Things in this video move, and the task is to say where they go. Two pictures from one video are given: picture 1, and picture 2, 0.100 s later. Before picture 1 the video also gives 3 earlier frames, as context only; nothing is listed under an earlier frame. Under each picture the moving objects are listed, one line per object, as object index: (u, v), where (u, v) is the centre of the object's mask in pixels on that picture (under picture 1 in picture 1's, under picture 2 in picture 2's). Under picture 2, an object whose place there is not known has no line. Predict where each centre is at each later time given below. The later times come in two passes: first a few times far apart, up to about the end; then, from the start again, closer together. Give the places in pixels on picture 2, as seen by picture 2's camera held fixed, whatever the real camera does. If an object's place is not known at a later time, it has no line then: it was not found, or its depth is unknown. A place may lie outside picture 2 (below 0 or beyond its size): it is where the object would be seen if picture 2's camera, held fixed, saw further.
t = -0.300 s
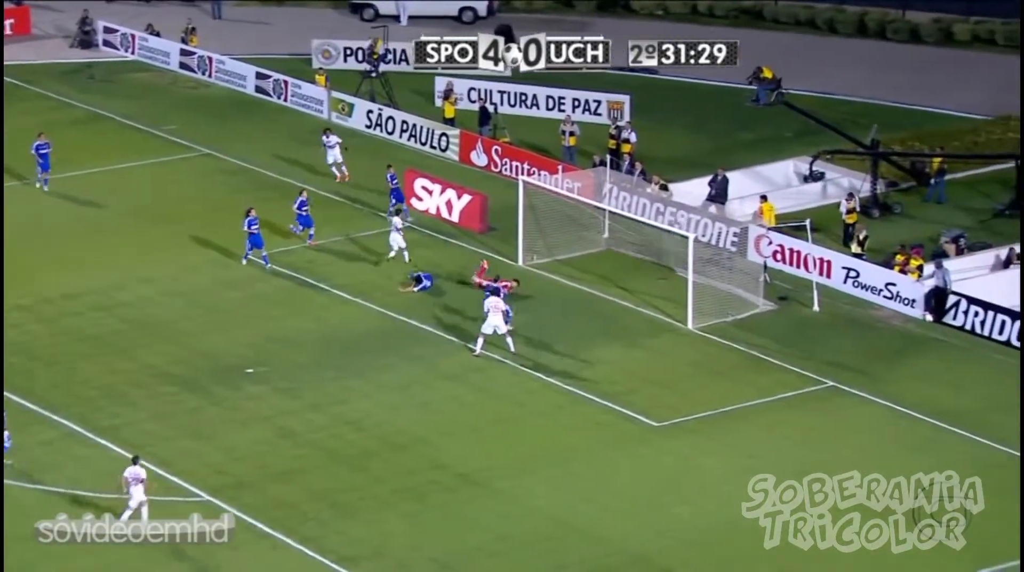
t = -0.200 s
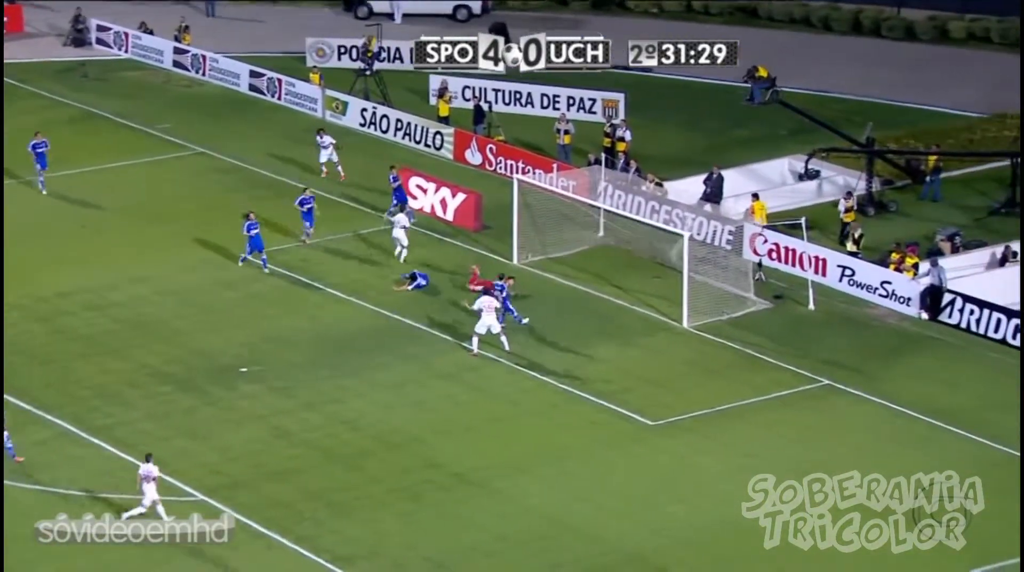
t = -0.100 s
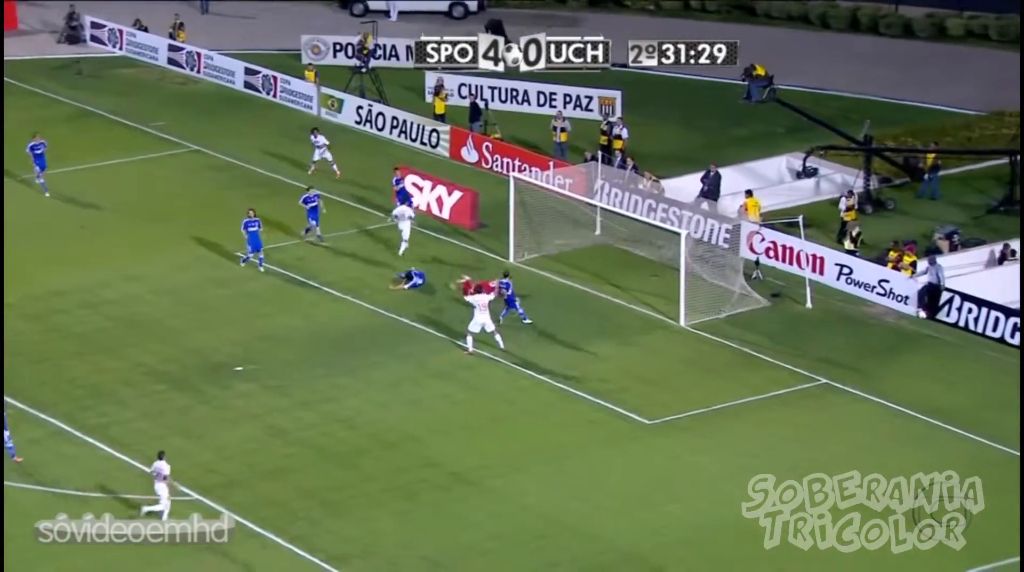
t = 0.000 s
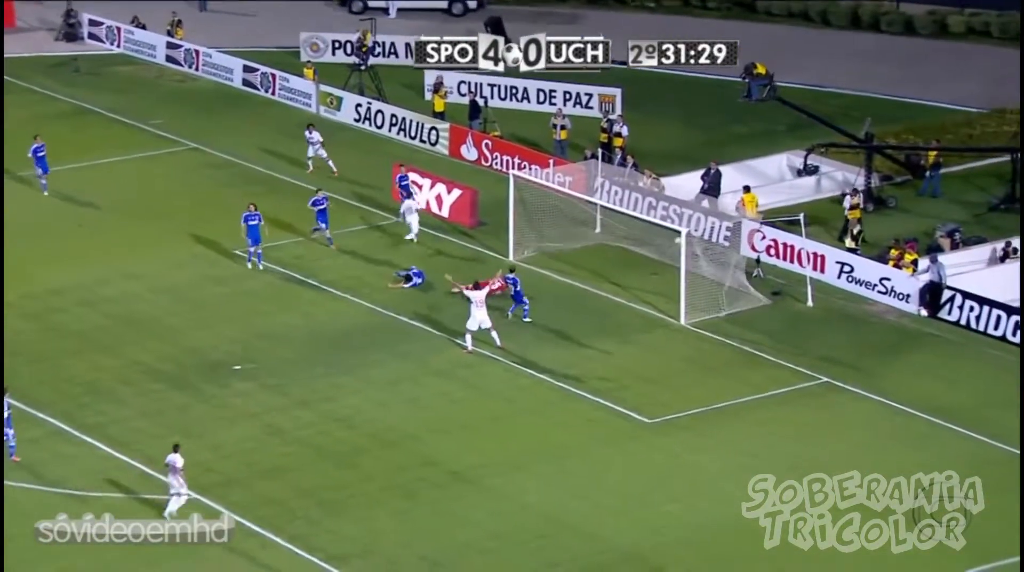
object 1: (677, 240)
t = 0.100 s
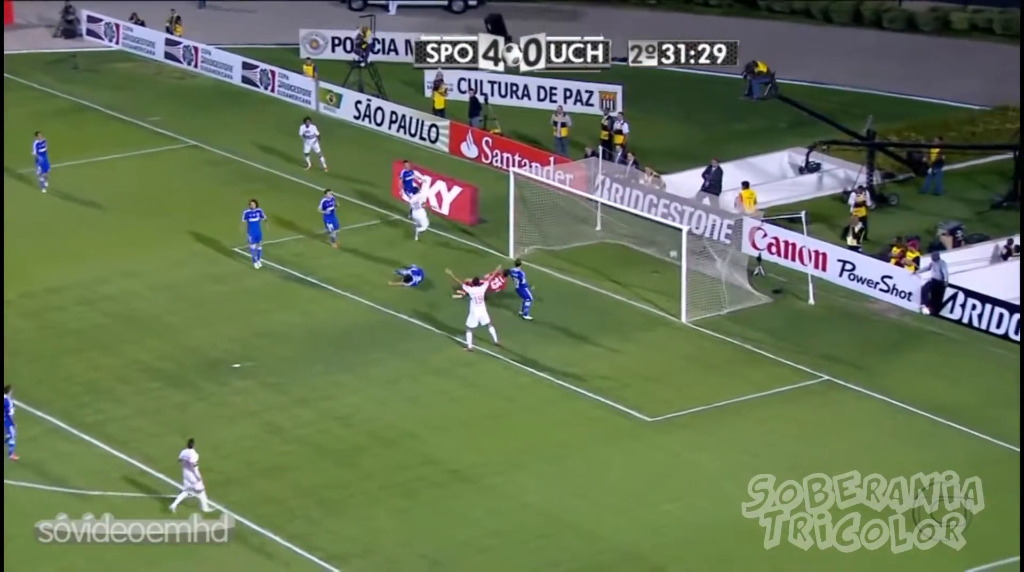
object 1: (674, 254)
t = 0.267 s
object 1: (666, 246)
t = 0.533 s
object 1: (652, 244)
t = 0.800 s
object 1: (636, 266)
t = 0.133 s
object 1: (671, 253)
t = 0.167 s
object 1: (669, 251)
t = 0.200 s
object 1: (668, 250)
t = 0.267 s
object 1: (666, 246)
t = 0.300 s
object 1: (664, 244)
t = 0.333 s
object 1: (663, 243)
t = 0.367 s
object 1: (661, 242)
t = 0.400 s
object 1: (659, 242)
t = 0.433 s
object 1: (657, 242)
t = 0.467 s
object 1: (655, 242)
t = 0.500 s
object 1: (653, 242)
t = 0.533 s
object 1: (652, 244)
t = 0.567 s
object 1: (650, 245)
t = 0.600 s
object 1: (648, 248)
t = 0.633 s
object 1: (646, 250)
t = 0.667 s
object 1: (644, 252)
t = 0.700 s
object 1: (642, 255)
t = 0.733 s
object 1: (640, 258)
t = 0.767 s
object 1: (638, 262)
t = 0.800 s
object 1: (636, 266)
